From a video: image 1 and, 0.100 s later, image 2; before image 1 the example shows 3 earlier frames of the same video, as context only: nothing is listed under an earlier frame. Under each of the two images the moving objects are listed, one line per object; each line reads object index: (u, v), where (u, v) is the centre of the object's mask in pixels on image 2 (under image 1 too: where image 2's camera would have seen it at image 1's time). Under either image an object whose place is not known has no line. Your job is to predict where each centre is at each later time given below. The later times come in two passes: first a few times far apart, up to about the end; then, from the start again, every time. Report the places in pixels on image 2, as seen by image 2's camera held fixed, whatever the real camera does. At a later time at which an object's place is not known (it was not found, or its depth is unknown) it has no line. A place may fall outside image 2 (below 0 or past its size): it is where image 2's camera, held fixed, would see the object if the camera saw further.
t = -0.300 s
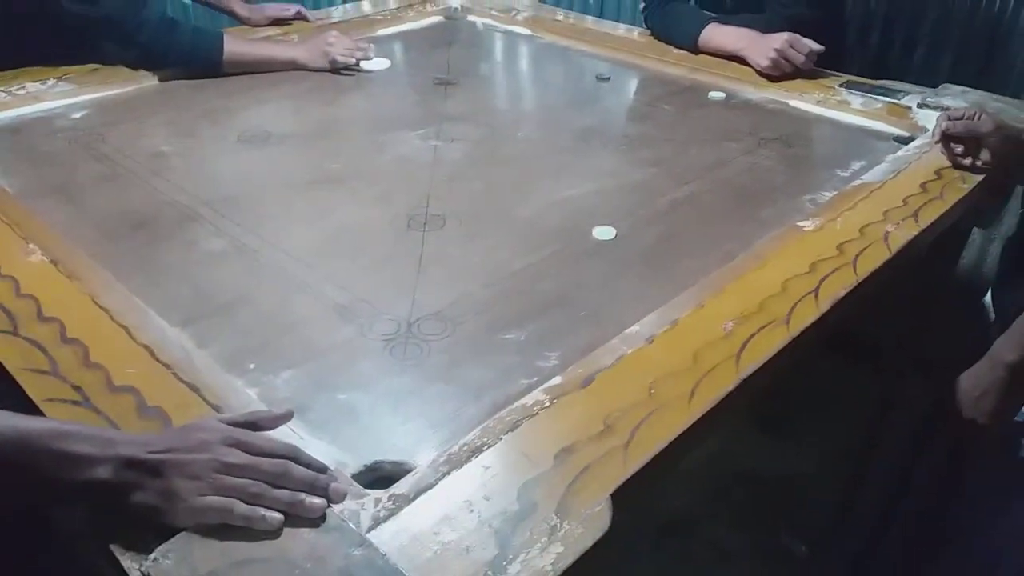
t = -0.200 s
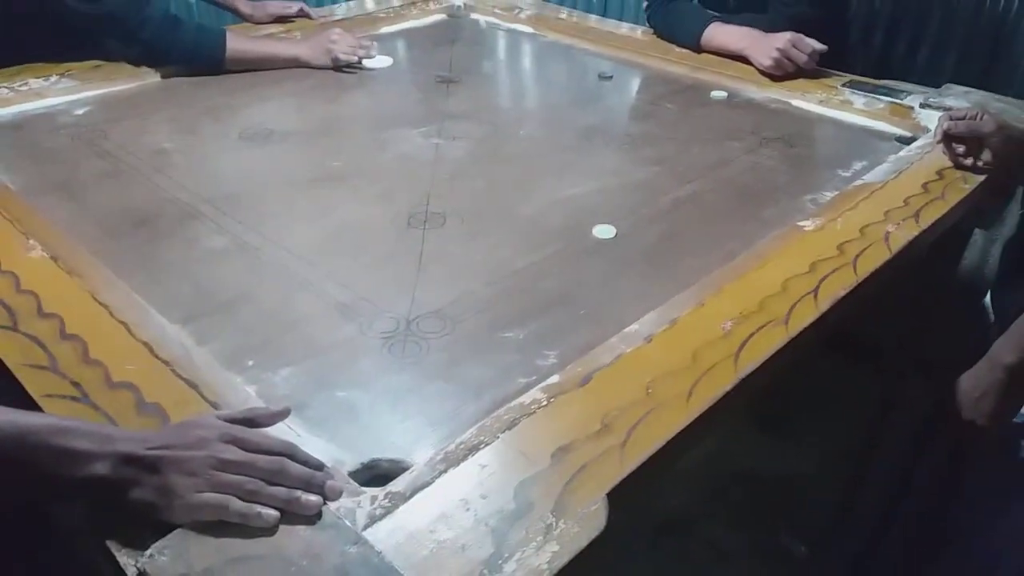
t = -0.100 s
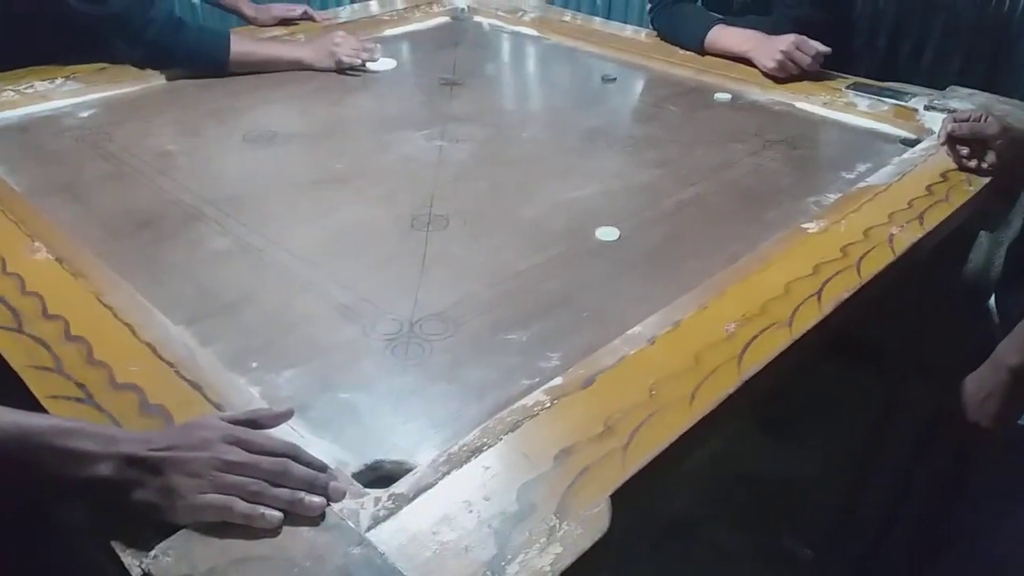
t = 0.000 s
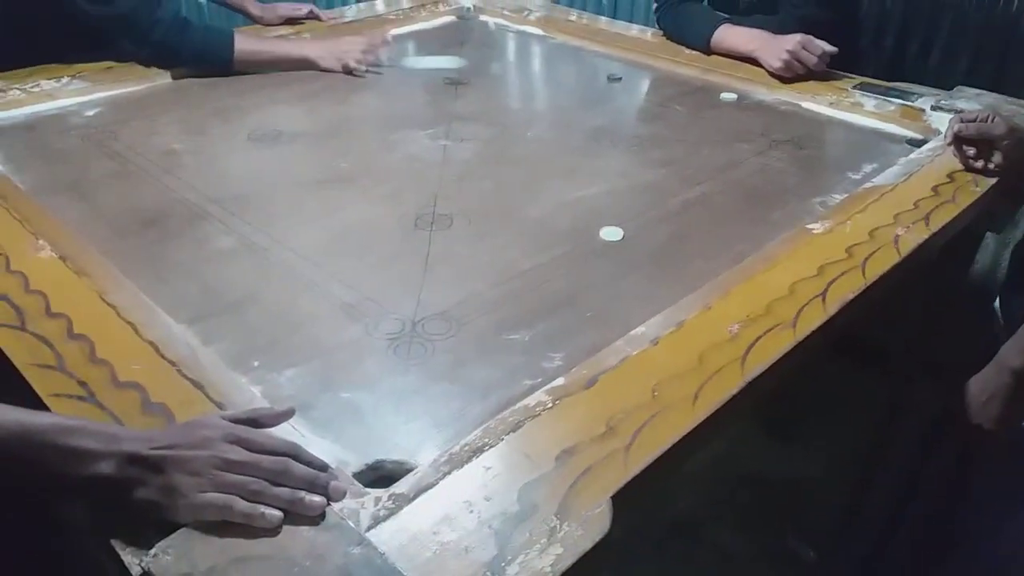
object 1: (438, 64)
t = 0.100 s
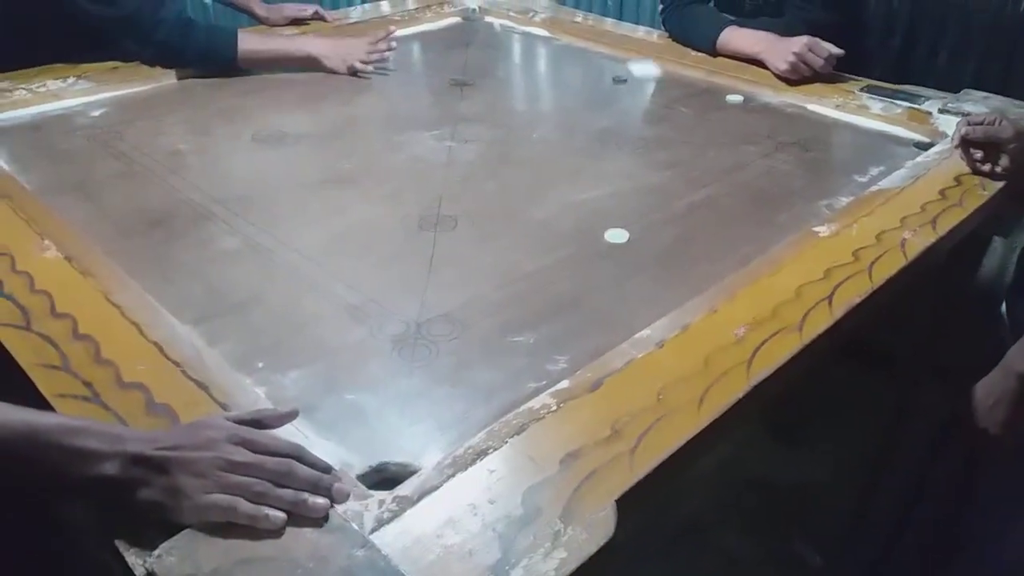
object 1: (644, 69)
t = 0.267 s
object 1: (703, 176)
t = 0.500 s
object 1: (511, 257)
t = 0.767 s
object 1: (163, 259)
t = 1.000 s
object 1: (165, 184)
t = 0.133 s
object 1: (654, 87)
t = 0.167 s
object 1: (664, 106)
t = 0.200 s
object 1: (676, 127)
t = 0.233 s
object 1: (689, 150)
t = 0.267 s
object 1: (703, 176)
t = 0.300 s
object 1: (719, 204)
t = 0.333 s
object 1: (737, 236)
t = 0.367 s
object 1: (720, 255)
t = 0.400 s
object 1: (665, 255)
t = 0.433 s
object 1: (612, 256)
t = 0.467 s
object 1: (560, 256)
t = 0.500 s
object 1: (511, 257)
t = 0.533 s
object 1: (463, 257)
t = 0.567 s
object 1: (416, 258)
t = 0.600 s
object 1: (371, 258)
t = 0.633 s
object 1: (327, 258)
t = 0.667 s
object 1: (284, 259)
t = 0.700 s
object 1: (241, 258)
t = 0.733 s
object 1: (201, 258)
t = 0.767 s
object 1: (163, 259)
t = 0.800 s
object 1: (136, 255)
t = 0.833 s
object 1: (140, 241)
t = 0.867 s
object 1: (146, 227)
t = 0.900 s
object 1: (152, 214)
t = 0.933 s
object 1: (157, 203)
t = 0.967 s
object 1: (162, 193)
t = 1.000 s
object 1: (165, 184)
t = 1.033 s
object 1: (169, 176)
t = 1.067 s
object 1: (171, 169)
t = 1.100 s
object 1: (176, 162)
